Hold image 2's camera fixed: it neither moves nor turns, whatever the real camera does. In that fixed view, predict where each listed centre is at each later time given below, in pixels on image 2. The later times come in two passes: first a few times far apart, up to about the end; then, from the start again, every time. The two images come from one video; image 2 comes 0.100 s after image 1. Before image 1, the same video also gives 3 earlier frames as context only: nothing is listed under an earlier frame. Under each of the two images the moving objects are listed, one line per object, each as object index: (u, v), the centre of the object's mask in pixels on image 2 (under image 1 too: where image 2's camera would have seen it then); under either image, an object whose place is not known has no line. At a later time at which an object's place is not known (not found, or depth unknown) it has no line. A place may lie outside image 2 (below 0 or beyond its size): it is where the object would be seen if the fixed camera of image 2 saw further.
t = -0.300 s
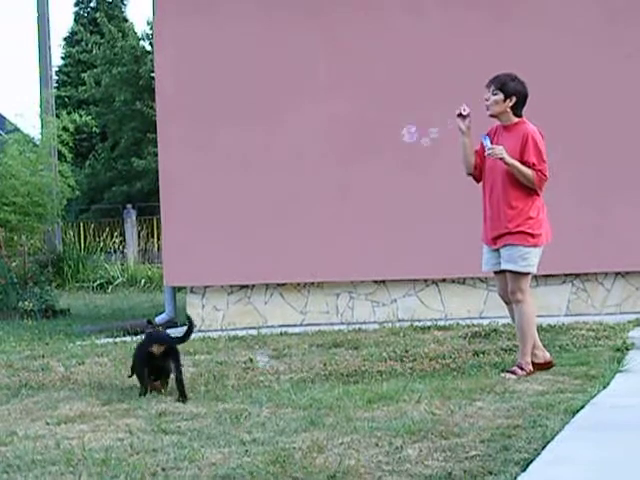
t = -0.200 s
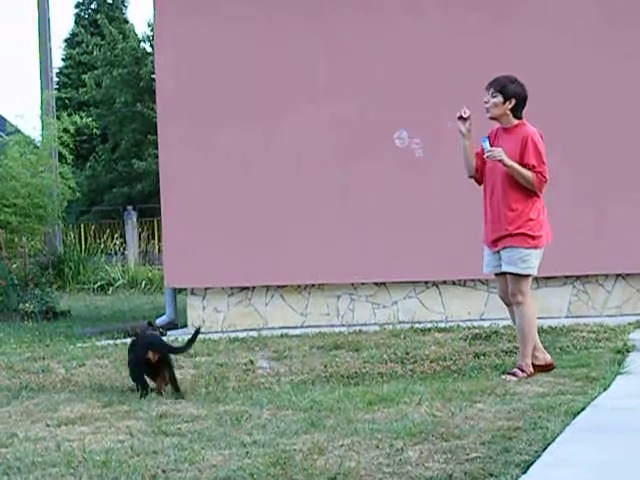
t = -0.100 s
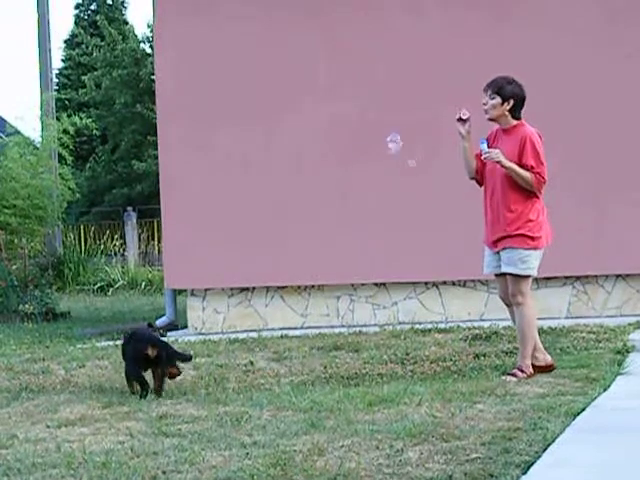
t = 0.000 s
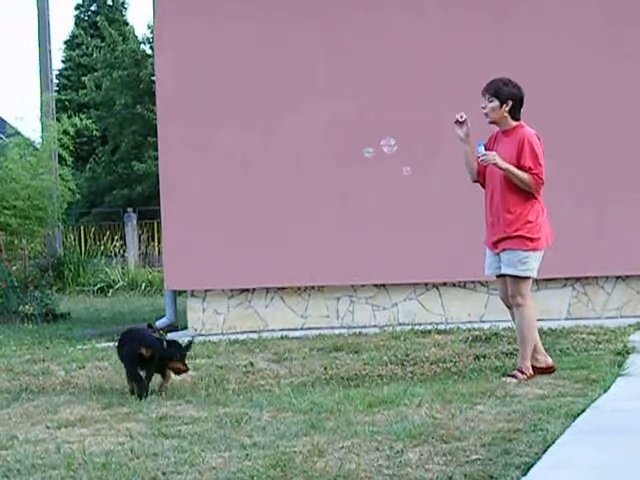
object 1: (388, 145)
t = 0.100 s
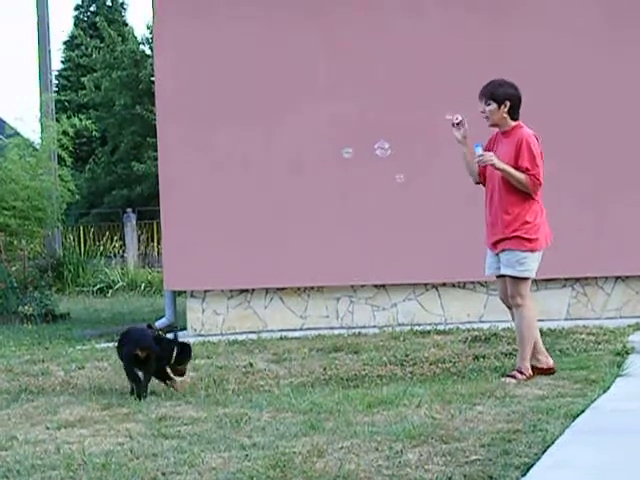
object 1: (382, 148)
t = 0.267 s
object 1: (374, 153)
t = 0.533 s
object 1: (362, 163)
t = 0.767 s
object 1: (354, 171)
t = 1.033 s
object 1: (349, 178)
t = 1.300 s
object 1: (345, 186)
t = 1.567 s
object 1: (341, 195)
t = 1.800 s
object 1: (337, 203)
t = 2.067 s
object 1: (333, 212)
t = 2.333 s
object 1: (330, 219)
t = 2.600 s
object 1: (328, 225)
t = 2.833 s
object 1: (327, 229)
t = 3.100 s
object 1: (322, 234)
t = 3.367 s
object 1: (315, 240)
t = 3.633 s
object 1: (306, 247)
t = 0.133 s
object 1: (381, 149)
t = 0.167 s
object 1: (379, 150)
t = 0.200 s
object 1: (377, 151)
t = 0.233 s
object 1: (375, 152)
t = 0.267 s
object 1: (374, 153)
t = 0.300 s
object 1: (372, 154)
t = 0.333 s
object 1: (371, 155)
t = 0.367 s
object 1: (369, 156)
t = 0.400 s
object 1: (368, 158)
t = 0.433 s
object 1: (366, 159)
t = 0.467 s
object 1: (365, 160)
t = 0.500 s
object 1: (364, 161)
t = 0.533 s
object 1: (362, 163)
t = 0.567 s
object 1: (360, 164)
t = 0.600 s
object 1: (360, 165)
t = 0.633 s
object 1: (358, 167)
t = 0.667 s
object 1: (357, 168)
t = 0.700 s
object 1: (356, 169)
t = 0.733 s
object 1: (355, 170)
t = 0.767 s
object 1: (354, 171)
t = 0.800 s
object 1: (353, 171)
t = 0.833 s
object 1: (352, 173)
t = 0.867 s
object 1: (352, 174)
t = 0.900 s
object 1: (351, 175)
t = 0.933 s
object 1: (350, 175)
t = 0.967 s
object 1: (350, 176)
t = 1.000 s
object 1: (349, 177)
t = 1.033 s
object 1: (349, 178)
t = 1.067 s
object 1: (349, 179)
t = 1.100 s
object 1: (348, 180)
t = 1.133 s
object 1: (347, 181)
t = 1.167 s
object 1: (347, 182)
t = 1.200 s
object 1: (346, 182)
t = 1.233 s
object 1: (346, 184)
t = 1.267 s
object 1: (345, 185)
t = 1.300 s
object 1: (345, 186)
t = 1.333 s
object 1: (344, 187)
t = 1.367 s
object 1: (344, 188)
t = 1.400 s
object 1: (343, 190)
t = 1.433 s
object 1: (343, 191)
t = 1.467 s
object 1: (342, 192)
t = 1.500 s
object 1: (342, 193)
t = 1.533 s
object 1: (341, 194)
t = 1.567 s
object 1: (341, 195)
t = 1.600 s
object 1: (340, 196)
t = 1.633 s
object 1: (339, 198)
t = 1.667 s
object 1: (339, 199)
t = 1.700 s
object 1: (339, 199)
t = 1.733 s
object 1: (338, 200)
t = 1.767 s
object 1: (338, 202)
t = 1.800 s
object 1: (337, 203)
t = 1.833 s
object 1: (337, 204)
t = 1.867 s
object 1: (337, 205)
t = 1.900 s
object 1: (336, 206)
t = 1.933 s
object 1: (335, 207)
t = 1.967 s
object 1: (335, 208)
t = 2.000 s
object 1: (334, 210)
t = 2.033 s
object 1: (333, 210)
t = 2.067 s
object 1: (333, 212)
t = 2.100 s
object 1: (332, 212)
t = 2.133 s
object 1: (332, 213)
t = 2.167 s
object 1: (332, 214)
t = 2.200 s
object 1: (331, 215)
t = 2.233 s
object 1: (331, 216)
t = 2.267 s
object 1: (330, 217)
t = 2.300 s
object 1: (330, 218)
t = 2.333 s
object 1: (330, 219)
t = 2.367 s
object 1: (329, 220)
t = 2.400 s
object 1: (329, 221)
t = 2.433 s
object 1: (329, 222)
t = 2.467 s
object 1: (329, 223)
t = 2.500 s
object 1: (329, 223)
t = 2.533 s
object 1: (329, 224)
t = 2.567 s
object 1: (329, 225)
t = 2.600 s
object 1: (328, 225)
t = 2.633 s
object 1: (329, 226)
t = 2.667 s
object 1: (328, 227)
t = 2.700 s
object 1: (328, 227)
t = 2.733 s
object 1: (328, 228)
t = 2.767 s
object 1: (328, 228)
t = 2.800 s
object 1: (328, 229)
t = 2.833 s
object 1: (327, 229)
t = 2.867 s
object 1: (327, 229)
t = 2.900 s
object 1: (326, 230)
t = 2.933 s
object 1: (326, 231)
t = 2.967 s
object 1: (325, 231)
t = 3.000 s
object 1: (325, 232)
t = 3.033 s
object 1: (323, 232)
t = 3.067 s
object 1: (323, 234)
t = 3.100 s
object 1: (322, 234)
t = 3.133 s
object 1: (322, 235)
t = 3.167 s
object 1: (321, 235)
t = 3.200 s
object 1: (320, 236)
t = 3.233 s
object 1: (319, 237)
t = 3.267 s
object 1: (318, 238)
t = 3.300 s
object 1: (317, 239)
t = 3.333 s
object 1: (316, 239)
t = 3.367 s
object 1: (315, 240)
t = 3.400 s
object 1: (314, 241)
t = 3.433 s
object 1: (313, 242)
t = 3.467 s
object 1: (312, 242)
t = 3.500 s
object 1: (311, 243)
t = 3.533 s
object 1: (310, 244)
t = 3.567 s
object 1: (308, 245)
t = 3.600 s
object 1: (307, 246)
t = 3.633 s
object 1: (306, 247)
